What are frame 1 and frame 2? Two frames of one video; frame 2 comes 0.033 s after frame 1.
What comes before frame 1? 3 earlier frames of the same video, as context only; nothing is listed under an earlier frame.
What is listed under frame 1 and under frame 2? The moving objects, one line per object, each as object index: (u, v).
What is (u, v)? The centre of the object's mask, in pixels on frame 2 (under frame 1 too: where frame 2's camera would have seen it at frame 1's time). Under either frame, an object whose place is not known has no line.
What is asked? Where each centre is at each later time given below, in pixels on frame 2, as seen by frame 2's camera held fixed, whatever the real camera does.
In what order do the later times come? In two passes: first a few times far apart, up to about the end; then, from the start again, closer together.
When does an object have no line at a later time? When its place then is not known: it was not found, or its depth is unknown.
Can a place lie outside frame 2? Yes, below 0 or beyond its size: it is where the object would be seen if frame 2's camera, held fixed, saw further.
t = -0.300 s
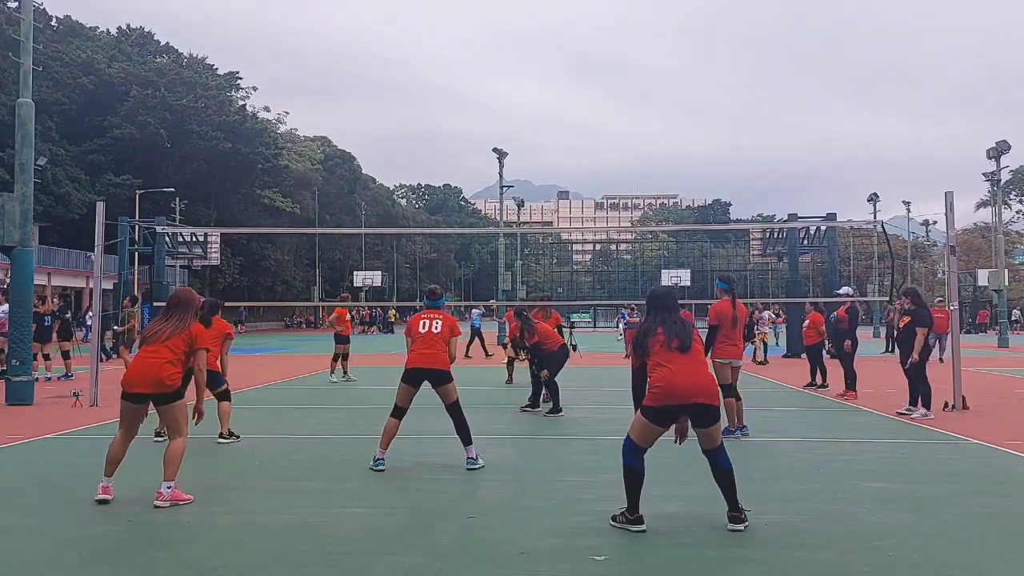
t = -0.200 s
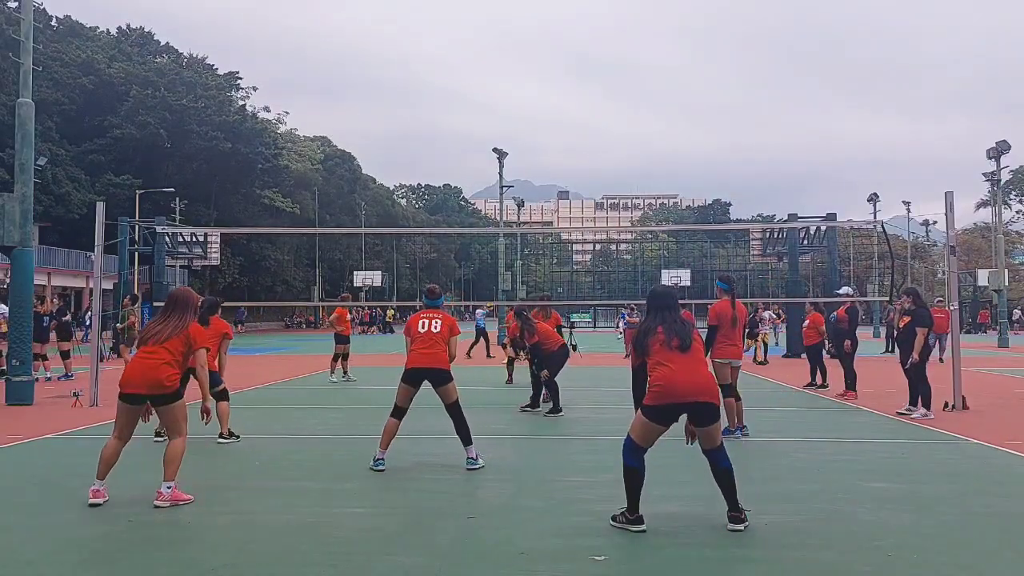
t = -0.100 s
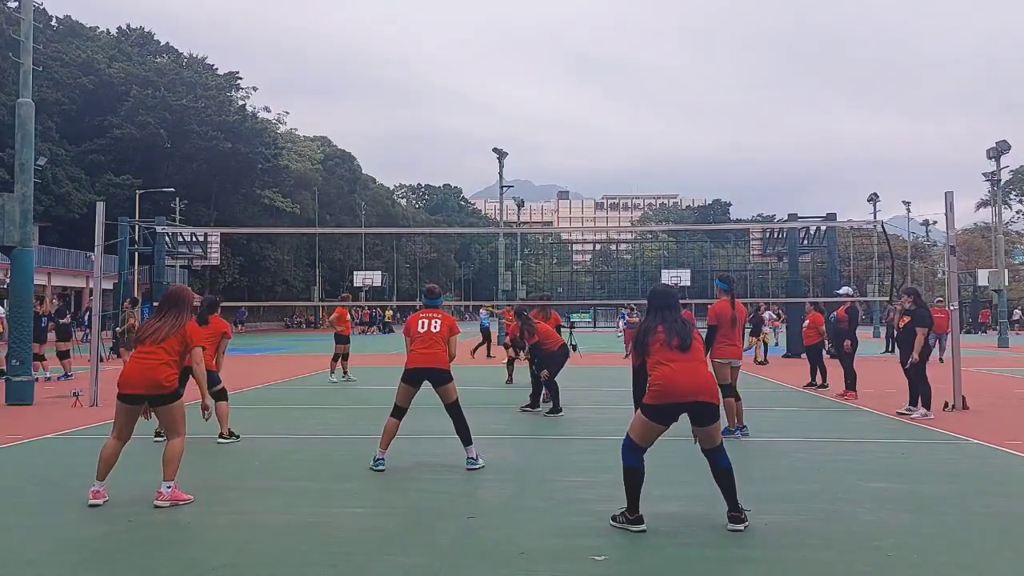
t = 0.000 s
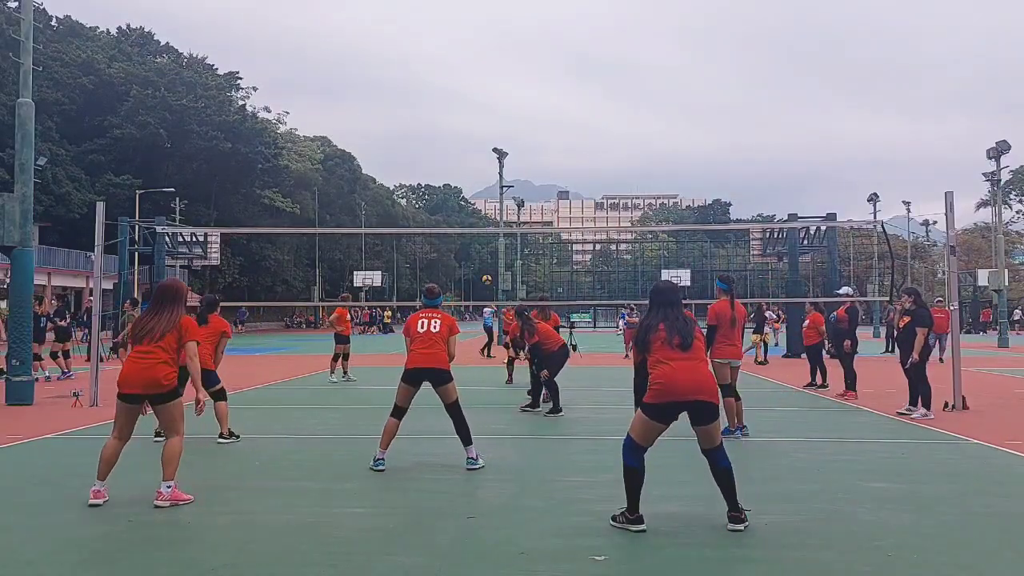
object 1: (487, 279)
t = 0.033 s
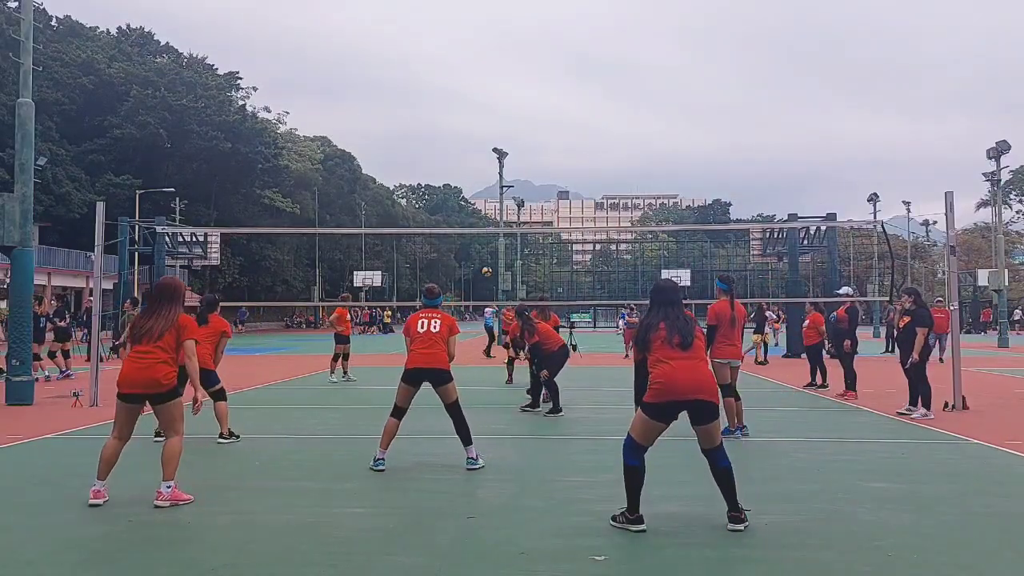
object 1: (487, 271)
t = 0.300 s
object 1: (485, 211)
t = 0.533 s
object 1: (481, 169)
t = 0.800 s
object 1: (472, 148)
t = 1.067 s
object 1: (455, 181)
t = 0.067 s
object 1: (487, 263)
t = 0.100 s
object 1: (487, 255)
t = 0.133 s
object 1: (487, 246)
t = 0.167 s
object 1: (487, 239)
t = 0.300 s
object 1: (485, 211)
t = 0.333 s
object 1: (485, 204)
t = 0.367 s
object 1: (485, 198)
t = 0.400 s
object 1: (485, 192)
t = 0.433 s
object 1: (484, 185)
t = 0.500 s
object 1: (482, 174)
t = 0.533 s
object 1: (481, 169)
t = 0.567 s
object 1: (480, 164)
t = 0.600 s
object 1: (479, 160)
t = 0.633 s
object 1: (479, 157)
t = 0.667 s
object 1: (478, 153)
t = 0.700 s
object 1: (477, 151)
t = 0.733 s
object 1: (475, 149)
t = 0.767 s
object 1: (474, 148)
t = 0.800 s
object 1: (472, 148)
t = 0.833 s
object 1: (471, 148)
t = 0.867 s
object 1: (469, 149)
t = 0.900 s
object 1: (467, 151)
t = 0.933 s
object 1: (465, 155)
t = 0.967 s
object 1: (463, 158)
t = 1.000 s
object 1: (460, 164)
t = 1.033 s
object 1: (458, 172)
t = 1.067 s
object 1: (455, 181)
